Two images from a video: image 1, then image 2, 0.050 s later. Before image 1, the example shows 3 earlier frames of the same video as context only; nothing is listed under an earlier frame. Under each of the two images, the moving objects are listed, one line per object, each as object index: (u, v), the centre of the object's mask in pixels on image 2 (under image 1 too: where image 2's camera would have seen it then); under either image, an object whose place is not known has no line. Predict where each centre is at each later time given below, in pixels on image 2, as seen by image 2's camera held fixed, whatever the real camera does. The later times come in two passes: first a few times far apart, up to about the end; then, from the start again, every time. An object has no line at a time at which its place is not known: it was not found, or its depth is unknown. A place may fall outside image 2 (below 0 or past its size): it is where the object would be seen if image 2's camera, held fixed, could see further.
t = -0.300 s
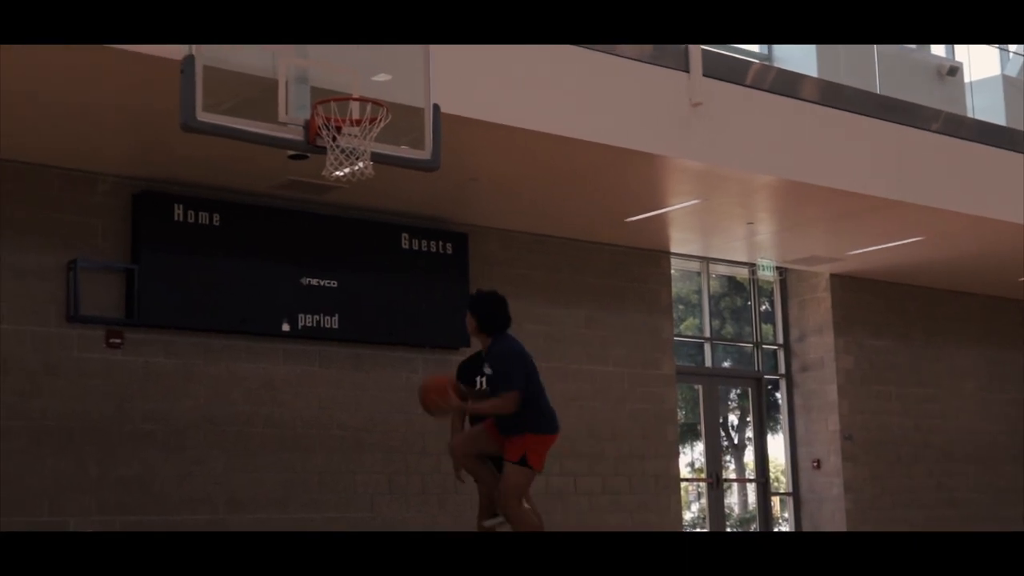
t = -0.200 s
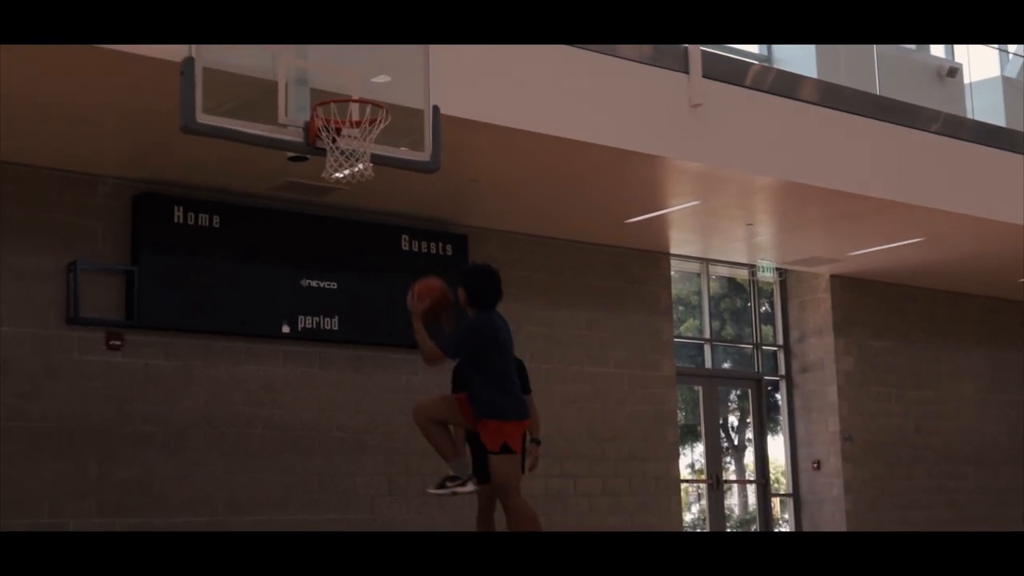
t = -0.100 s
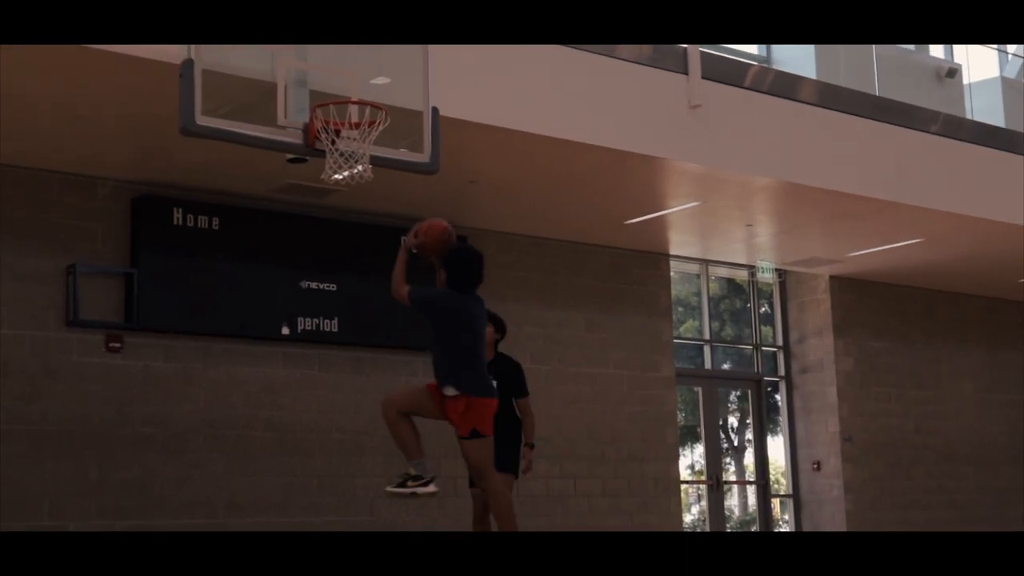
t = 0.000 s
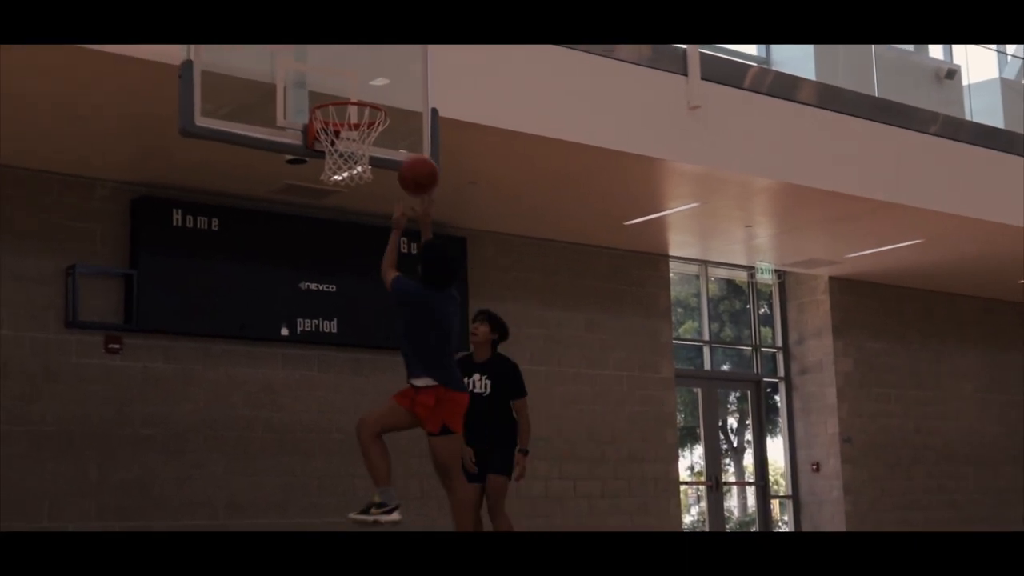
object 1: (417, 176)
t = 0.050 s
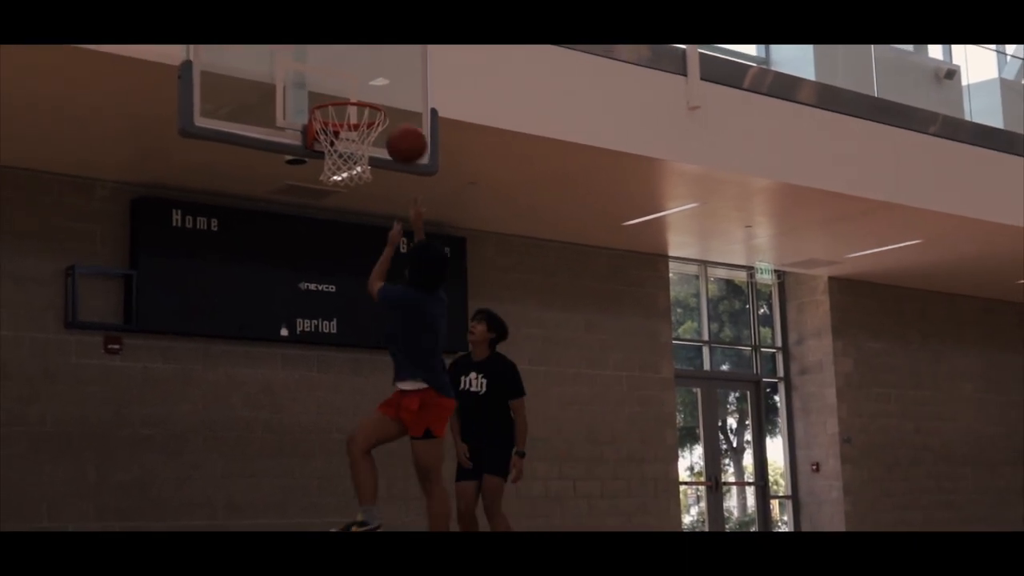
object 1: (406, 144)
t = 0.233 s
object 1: (368, 71)
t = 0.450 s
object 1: (328, 57)
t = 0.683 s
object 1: (308, 95)
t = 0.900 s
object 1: (329, 60)
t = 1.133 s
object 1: (354, 86)
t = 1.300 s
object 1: (374, 161)
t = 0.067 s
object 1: (403, 135)
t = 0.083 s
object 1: (399, 127)
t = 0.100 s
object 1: (396, 118)
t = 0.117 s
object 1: (392, 111)
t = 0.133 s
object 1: (389, 103)
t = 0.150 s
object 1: (385, 97)
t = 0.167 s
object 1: (382, 91)
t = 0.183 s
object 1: (378, 85)
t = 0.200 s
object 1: (375, 80)
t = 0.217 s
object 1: (372, 75)
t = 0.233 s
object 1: (368, 71)
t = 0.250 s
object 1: (365, 67)
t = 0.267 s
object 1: (362, 64)
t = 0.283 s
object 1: (359, 61)
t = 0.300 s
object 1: (356, 59)
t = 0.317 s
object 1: (352, 58)
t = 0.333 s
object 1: (349, 57)
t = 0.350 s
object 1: (346, 57)
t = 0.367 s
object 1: (343, 56)
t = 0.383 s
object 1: (340, 56)
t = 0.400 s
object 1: (337, 56)
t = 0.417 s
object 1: (334, 56)
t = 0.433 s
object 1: (331, 56)
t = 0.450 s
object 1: (328, 57)
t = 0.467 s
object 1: (325, 57)
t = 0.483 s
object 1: (322, 58)
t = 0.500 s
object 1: (319, 60)
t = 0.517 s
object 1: (316, 62)
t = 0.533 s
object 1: (313, 64)
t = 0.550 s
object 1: (311, 68)
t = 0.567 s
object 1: (308, 72)
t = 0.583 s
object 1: (305, 76)
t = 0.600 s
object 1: (302, 80)
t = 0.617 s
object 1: (300, 85)
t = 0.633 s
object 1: (302, 87)
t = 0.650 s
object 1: (304, 90)
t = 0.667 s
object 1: (306, 93)
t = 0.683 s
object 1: (308, 95)
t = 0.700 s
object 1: (309, 97)
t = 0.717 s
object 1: (311, 93)
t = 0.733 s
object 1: (313, 88)
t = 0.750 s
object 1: (315, 84)
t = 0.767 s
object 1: (316, 80)
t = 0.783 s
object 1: (318, 76)
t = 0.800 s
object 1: (320, 72)
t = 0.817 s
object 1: (321, 69)
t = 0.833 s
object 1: (323, 67)
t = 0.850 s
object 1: (324, 64)
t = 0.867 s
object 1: (326, 62)
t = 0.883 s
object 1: (328, 61)
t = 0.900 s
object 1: (329, 60)
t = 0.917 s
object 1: (331, 60)
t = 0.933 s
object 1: (333, 59)
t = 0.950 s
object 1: (334, 60)
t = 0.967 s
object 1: (336, 60)
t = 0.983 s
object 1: (338, 60)
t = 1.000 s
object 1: (340, 61)
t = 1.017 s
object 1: (341, 62)
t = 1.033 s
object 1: (343, 64)
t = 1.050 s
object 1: (345, 66)
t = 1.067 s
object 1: (347, 69)
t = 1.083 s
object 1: (348, 73)
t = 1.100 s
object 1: (350, 77)
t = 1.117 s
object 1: (352, 81)
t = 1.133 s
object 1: (354, 86)
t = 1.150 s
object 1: (356, 91)
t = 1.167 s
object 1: (358, 96)
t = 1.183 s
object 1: (360, 102)
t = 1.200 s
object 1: (361, 109)
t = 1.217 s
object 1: (364, 117)
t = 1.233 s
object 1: (366, 124)
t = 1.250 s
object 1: (367, 133)
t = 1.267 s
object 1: (369, 142)
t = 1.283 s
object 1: (371, 151)
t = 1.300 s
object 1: (374, 161)
